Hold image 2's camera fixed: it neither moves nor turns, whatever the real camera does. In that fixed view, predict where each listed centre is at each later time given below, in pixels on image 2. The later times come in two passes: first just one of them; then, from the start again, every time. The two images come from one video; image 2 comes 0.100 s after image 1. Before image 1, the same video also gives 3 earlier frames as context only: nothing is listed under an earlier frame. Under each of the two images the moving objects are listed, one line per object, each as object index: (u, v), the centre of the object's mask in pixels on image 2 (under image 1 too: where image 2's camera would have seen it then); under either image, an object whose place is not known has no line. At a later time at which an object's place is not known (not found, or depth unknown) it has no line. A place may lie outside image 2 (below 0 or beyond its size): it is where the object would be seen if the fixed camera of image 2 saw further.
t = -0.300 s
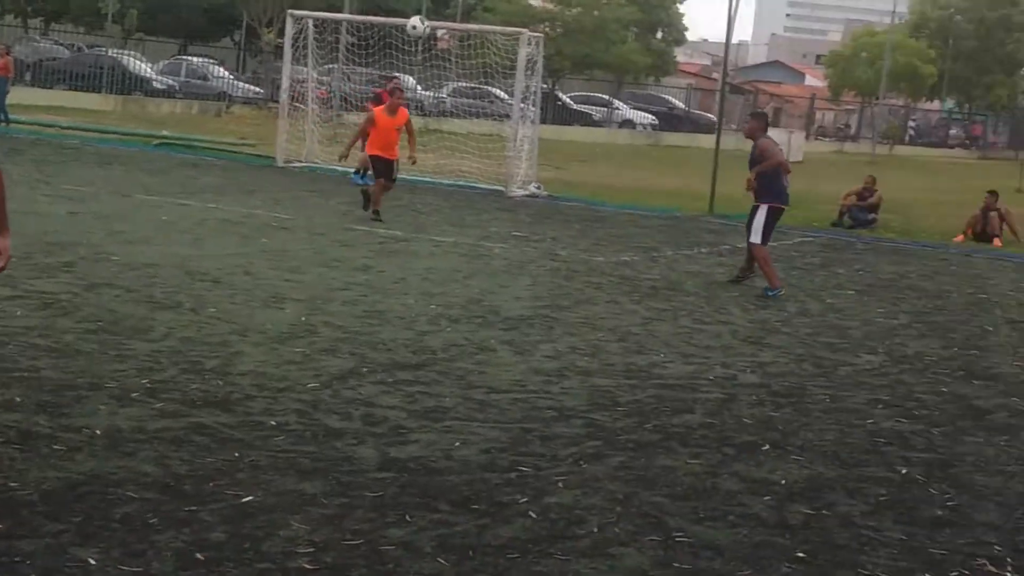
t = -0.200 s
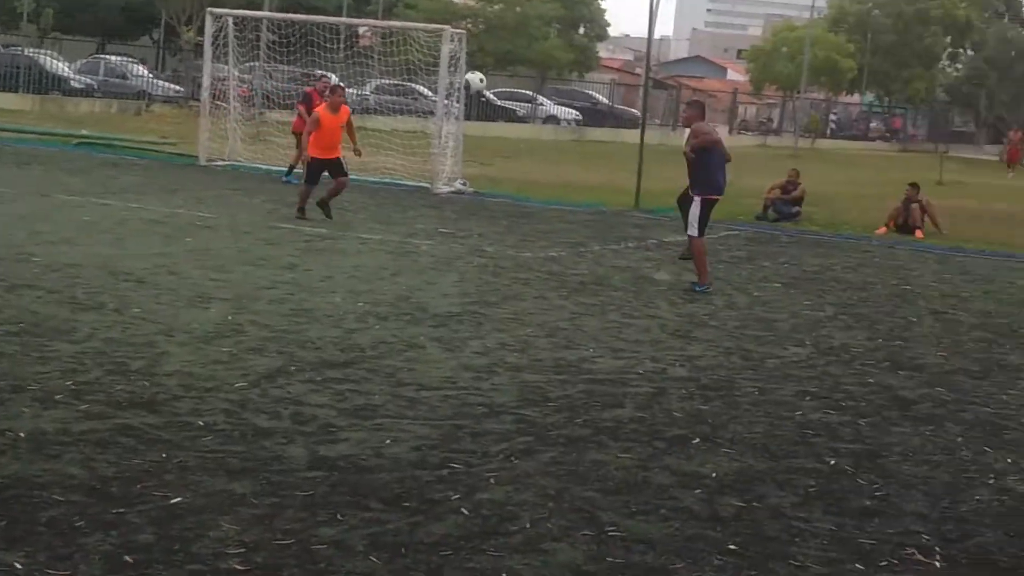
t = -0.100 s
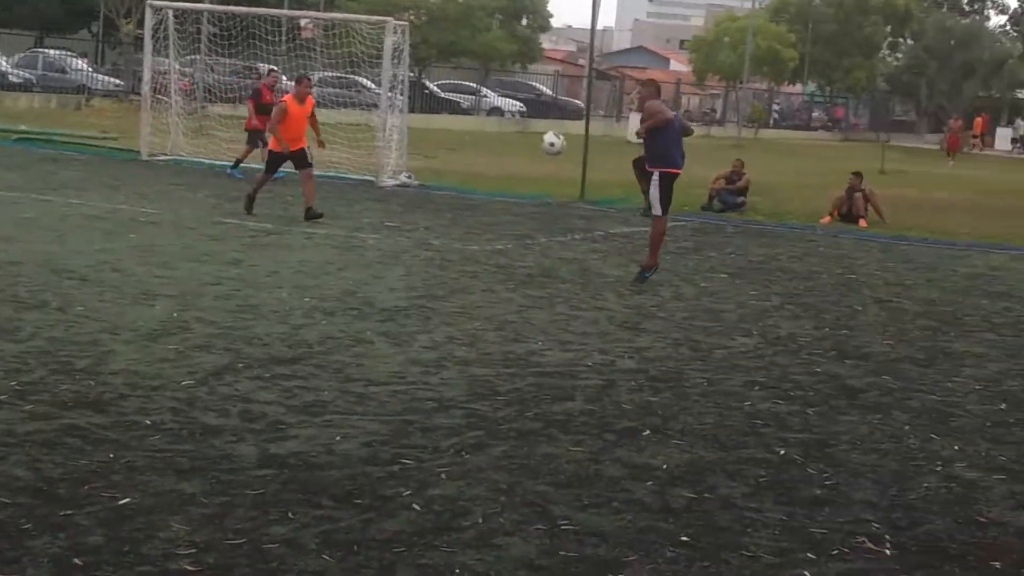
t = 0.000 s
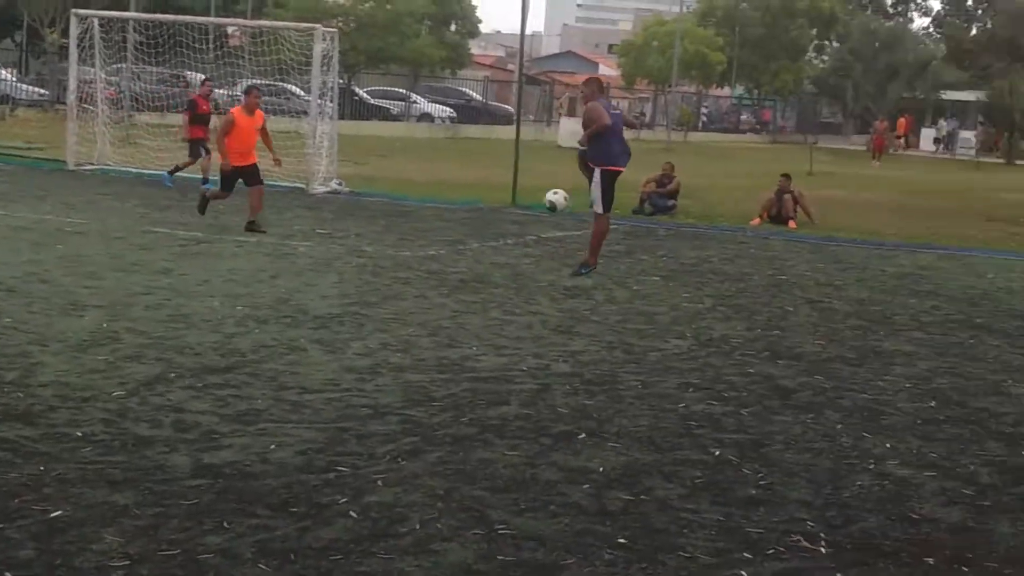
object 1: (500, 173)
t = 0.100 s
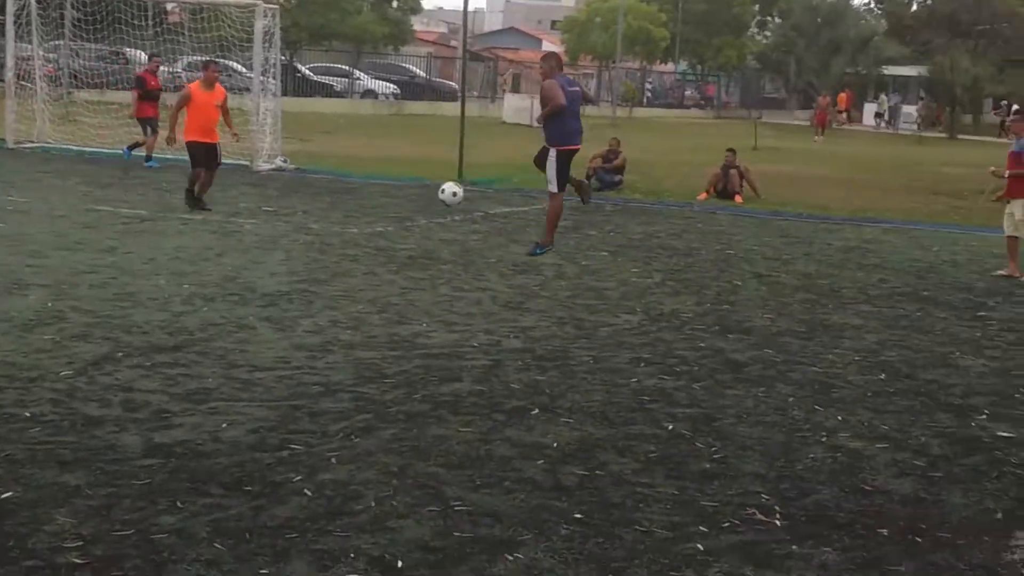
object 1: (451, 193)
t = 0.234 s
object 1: (377, 240)
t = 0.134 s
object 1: (433, 203)
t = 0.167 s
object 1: (415, 215)
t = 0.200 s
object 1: (396, 227)
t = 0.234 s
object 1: (377, 240)
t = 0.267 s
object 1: (356, 255)
